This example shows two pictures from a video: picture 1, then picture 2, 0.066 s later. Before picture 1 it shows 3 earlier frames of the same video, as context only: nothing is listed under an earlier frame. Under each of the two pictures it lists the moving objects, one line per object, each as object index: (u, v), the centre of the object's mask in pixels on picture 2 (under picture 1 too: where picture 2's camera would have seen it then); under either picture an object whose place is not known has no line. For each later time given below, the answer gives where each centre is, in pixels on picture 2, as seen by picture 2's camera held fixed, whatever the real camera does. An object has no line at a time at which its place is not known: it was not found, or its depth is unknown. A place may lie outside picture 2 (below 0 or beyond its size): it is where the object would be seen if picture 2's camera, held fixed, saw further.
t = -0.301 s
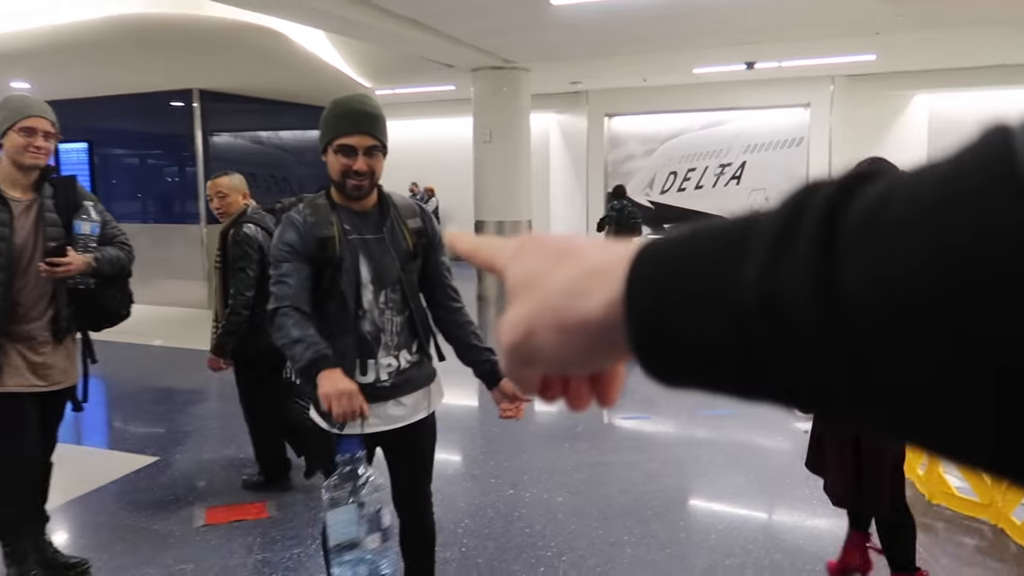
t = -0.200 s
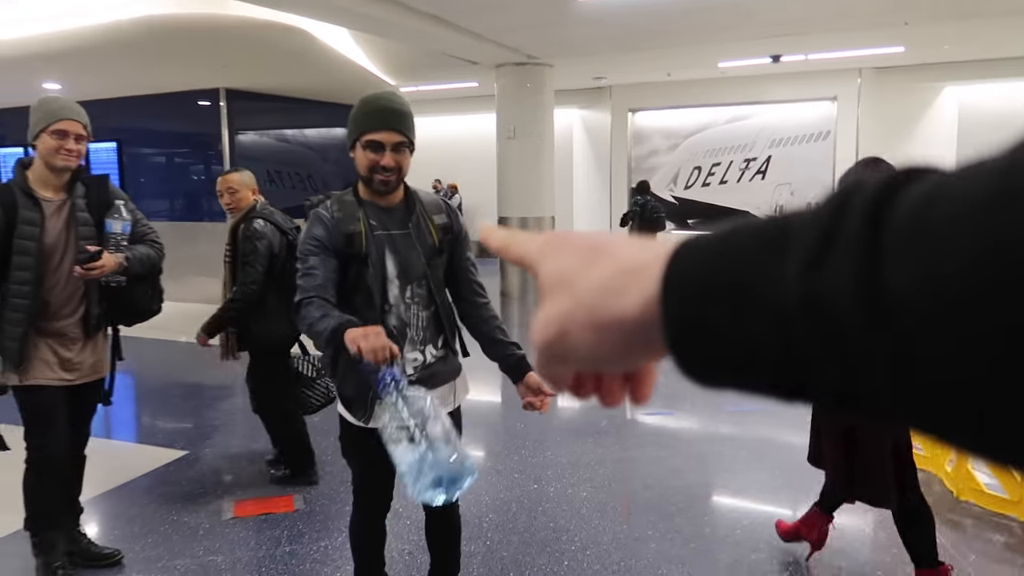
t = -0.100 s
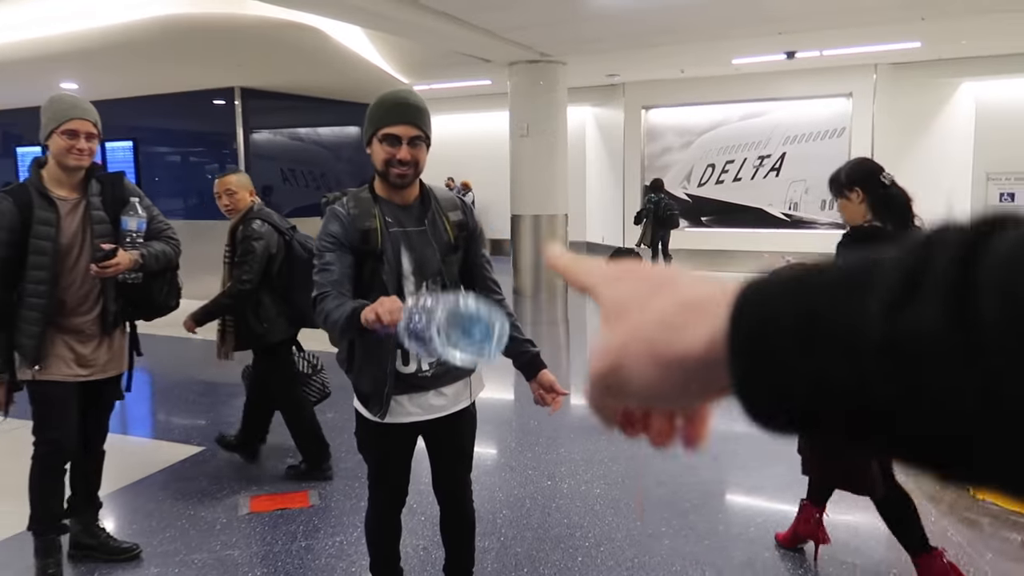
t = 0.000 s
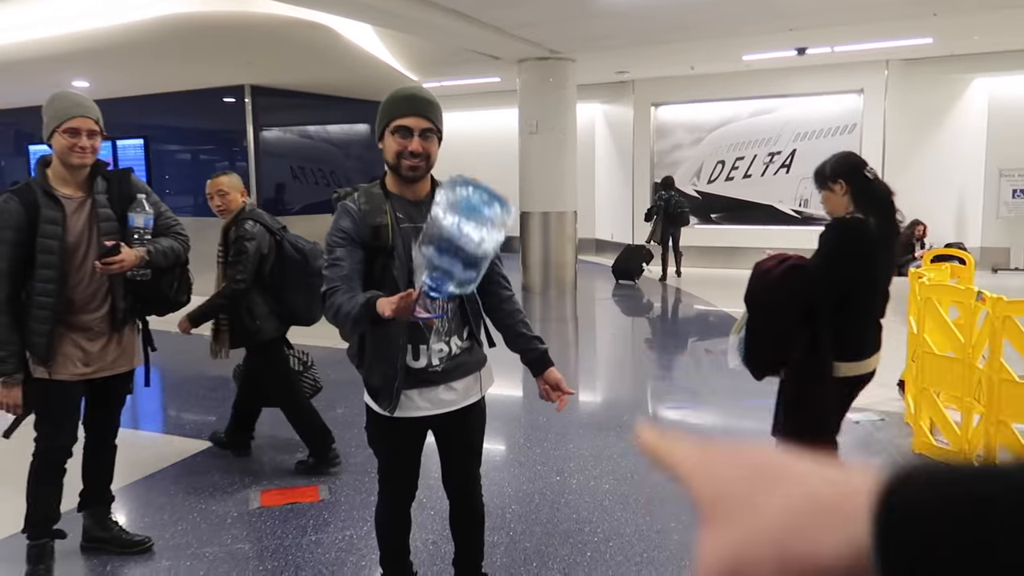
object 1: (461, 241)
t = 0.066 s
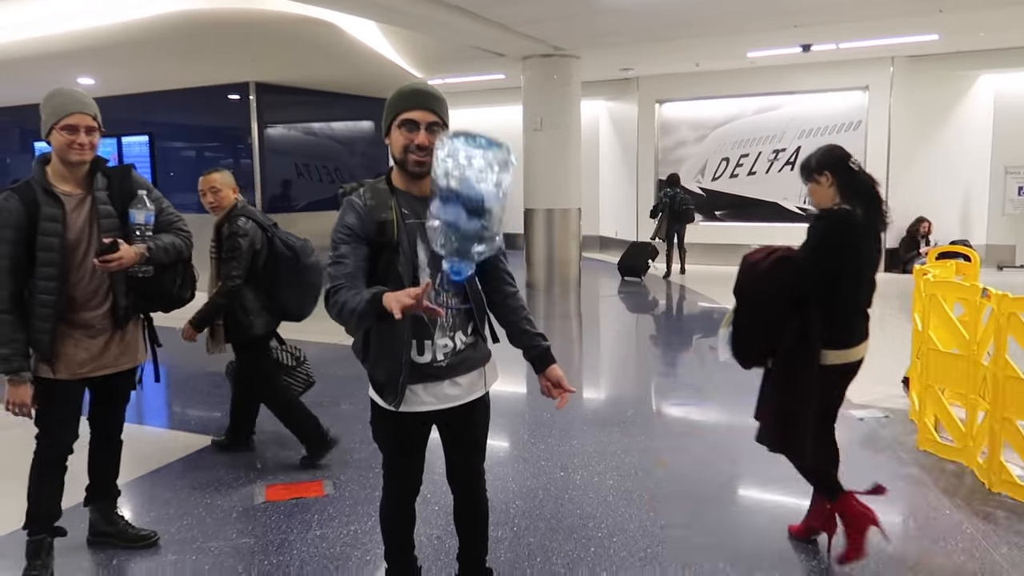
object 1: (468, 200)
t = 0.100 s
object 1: (471, 190)
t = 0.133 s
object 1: (474, 188)
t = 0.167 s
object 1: (477, 183)
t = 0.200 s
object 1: (481, 192)
